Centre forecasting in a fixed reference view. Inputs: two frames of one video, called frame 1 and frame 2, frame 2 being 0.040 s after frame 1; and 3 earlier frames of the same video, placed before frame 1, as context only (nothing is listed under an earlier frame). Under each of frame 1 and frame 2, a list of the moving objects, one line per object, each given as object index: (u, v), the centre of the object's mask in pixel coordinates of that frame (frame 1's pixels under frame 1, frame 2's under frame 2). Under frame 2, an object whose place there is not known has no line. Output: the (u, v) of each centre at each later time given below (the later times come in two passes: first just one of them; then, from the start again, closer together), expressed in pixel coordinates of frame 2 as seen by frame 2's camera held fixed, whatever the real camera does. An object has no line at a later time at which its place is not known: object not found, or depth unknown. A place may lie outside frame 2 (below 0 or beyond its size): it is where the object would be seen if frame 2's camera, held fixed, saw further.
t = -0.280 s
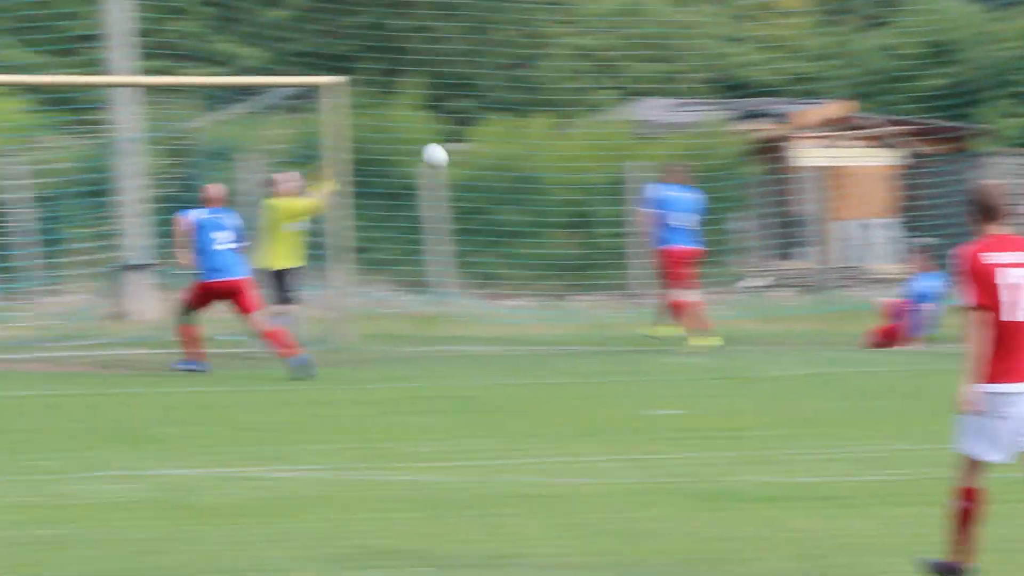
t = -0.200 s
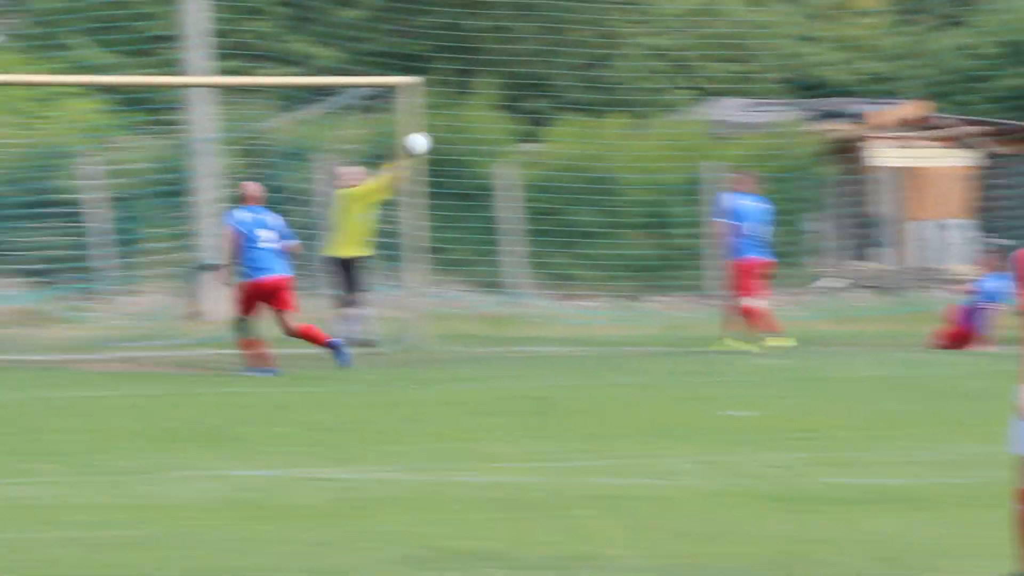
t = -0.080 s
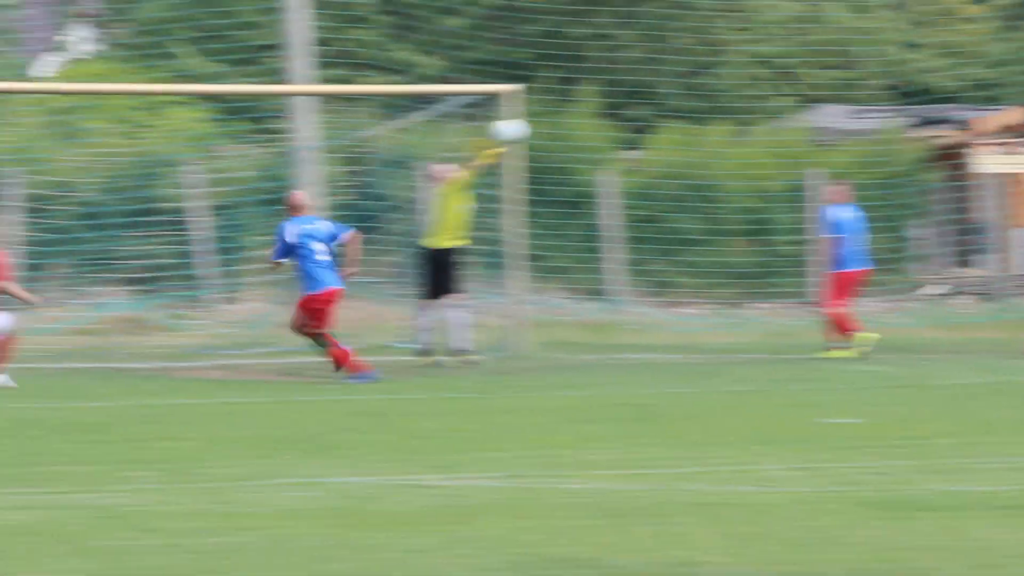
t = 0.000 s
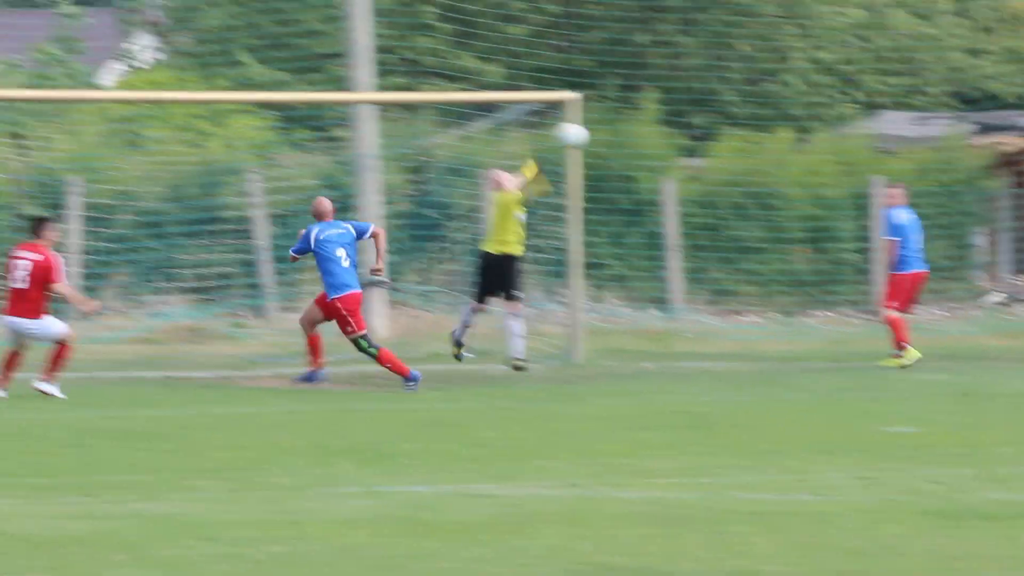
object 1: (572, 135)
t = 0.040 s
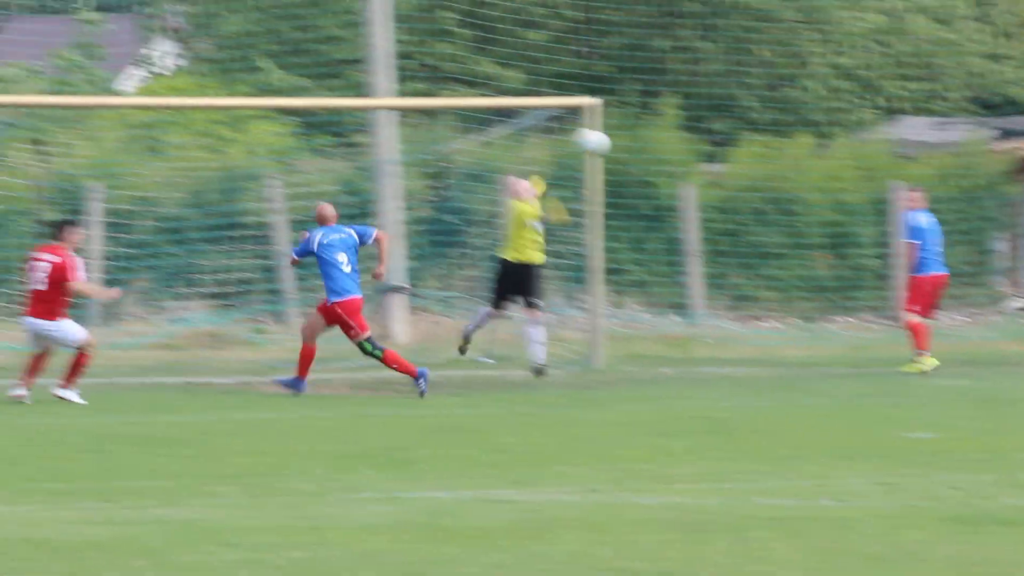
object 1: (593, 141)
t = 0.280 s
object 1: (602, 188)
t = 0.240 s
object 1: (601, 176)
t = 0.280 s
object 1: (602, 188)
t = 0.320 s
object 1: (603, 203)
